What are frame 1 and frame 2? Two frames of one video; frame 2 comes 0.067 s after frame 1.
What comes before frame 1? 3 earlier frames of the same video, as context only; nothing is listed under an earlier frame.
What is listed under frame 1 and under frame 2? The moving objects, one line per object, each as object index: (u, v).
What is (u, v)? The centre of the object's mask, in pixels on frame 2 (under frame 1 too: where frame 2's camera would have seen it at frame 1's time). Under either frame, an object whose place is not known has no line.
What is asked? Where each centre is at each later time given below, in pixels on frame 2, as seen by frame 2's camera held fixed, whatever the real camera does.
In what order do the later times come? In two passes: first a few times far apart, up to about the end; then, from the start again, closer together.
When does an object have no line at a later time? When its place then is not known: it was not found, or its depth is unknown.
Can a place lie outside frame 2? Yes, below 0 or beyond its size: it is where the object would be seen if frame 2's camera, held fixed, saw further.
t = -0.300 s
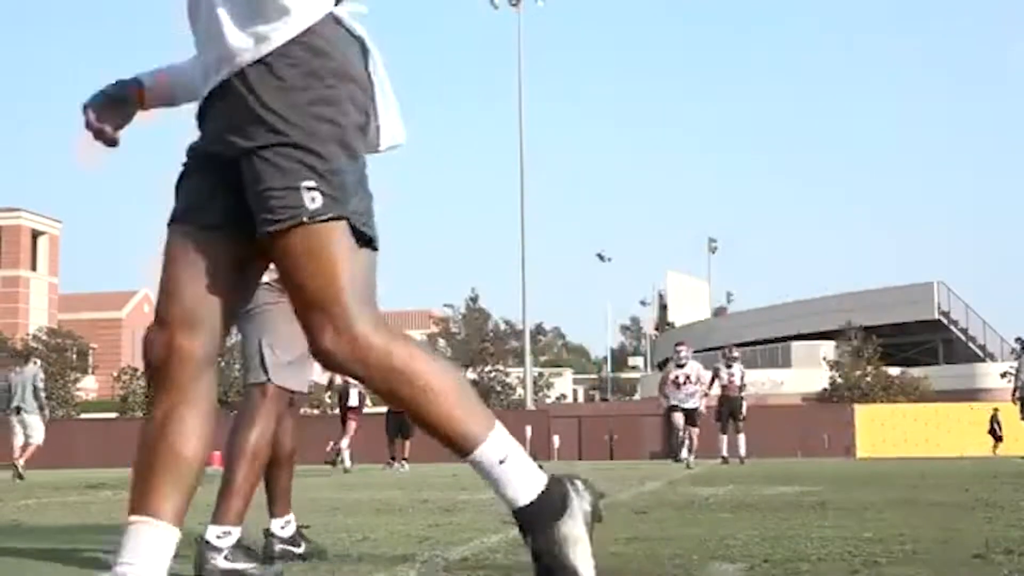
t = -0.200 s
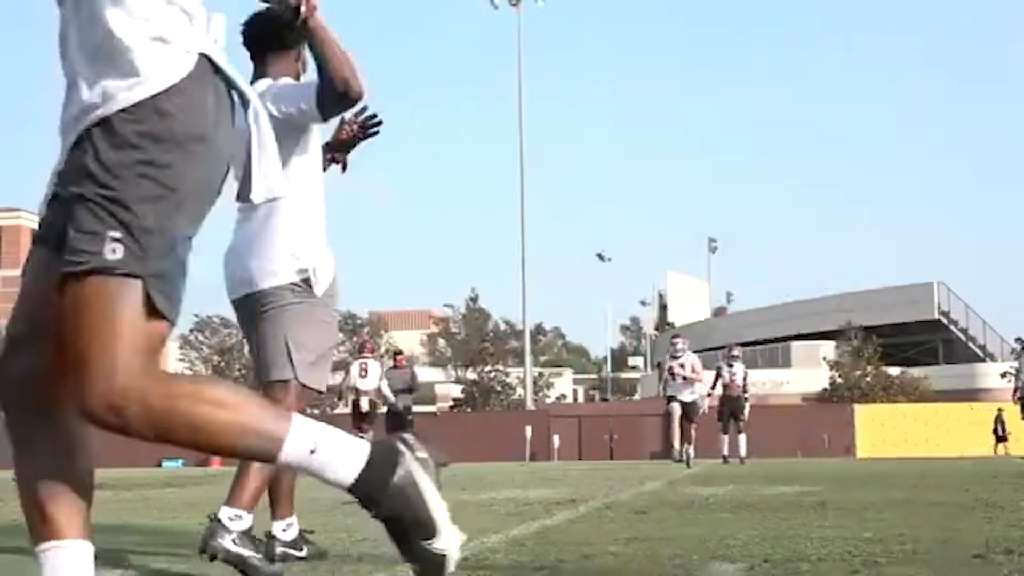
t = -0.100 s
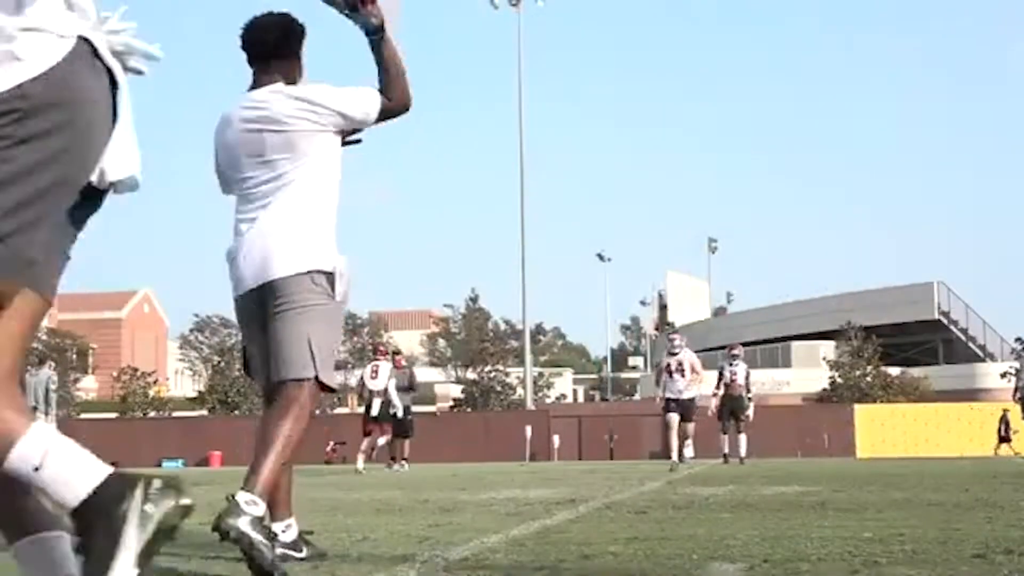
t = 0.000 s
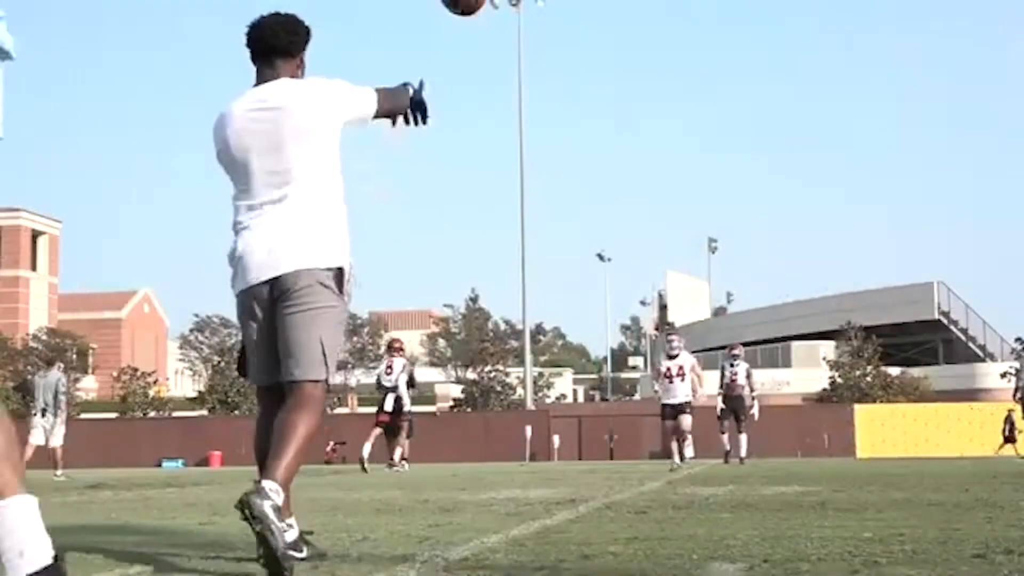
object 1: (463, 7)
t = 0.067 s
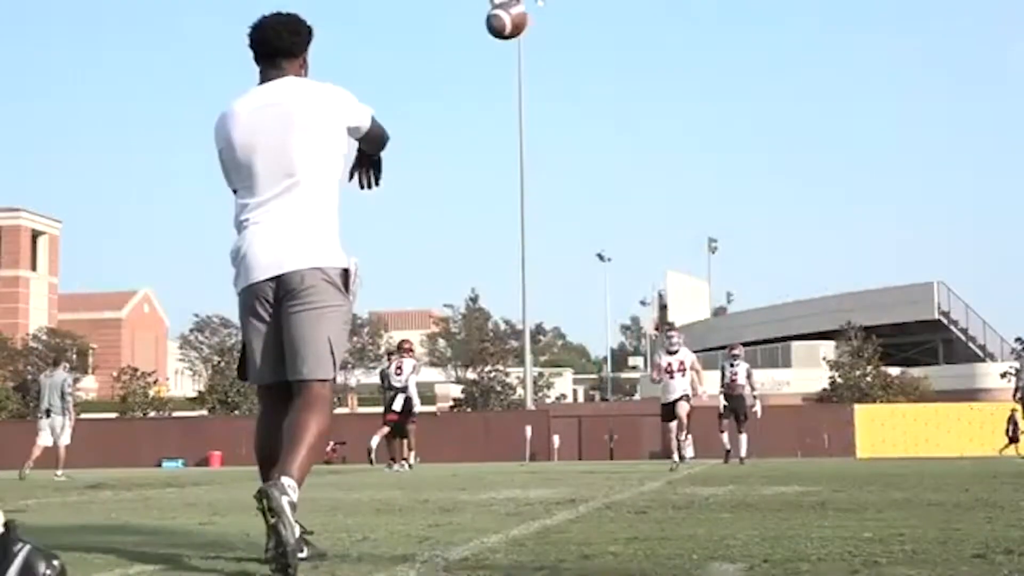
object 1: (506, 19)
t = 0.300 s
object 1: (601, 121)
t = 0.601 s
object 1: (666, 263)
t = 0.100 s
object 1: (524, 34)
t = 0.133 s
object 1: (541, 48)
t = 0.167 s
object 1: (555, 62)
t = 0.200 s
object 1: (568, 77)
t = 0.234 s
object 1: (580, 91)
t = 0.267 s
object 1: (591, 106)
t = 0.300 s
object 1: (601, 121)
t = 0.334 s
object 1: (610, 137)
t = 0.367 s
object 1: (618, 152)
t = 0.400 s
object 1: (626, 167)
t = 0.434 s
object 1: (634, 183)
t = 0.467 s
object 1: (641, 199)
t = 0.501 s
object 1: (647, 215)
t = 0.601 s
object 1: (666, 263)
